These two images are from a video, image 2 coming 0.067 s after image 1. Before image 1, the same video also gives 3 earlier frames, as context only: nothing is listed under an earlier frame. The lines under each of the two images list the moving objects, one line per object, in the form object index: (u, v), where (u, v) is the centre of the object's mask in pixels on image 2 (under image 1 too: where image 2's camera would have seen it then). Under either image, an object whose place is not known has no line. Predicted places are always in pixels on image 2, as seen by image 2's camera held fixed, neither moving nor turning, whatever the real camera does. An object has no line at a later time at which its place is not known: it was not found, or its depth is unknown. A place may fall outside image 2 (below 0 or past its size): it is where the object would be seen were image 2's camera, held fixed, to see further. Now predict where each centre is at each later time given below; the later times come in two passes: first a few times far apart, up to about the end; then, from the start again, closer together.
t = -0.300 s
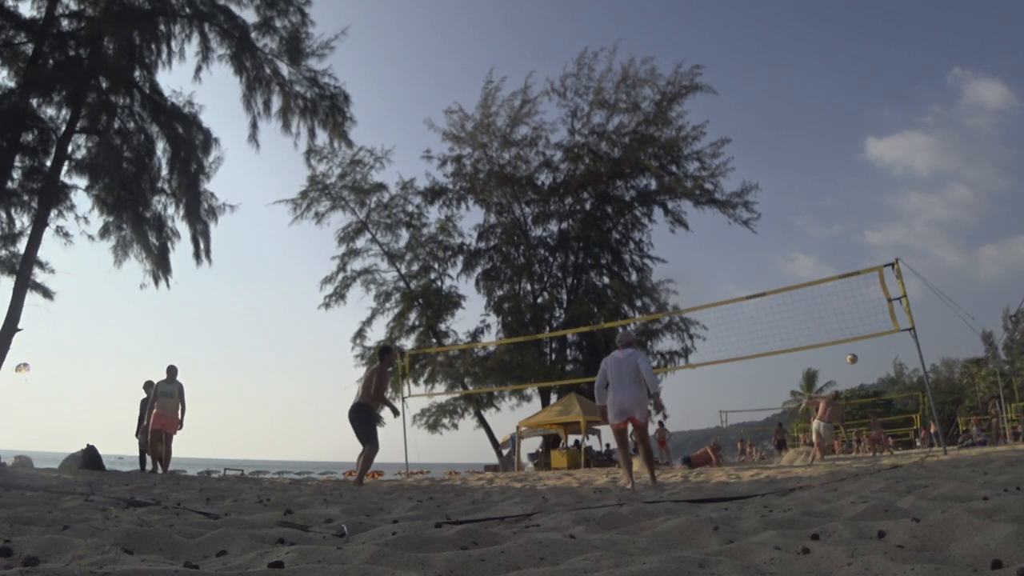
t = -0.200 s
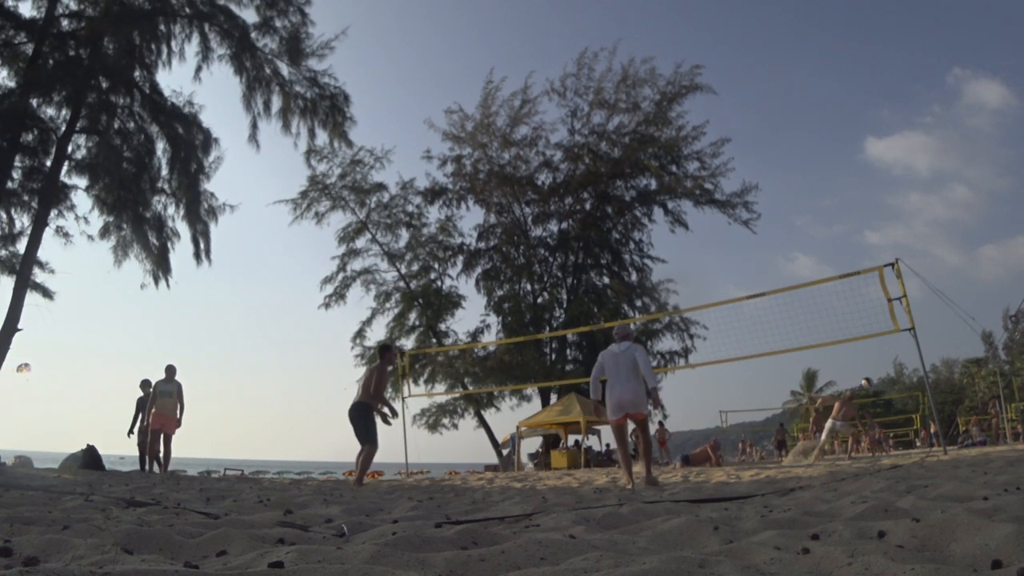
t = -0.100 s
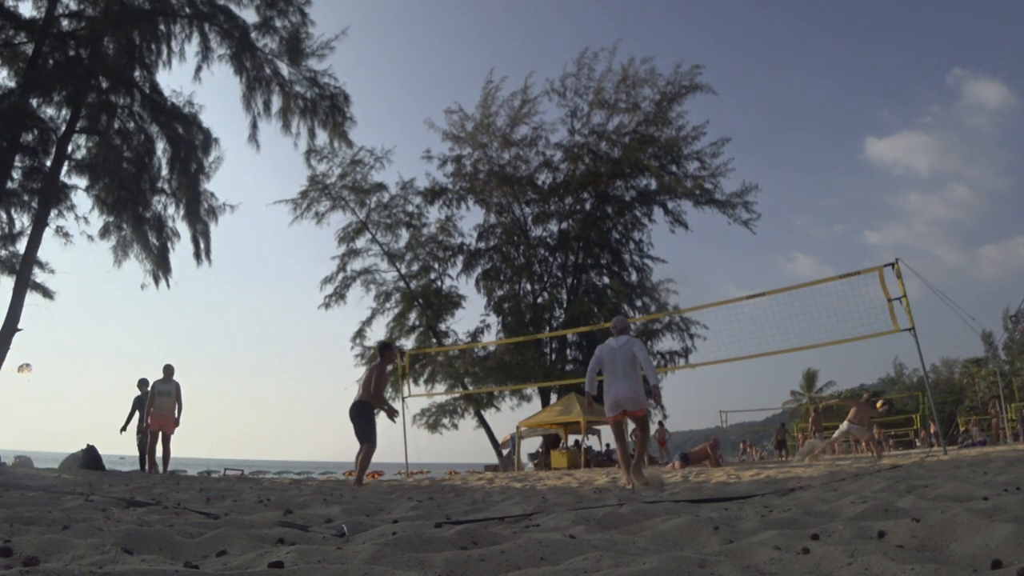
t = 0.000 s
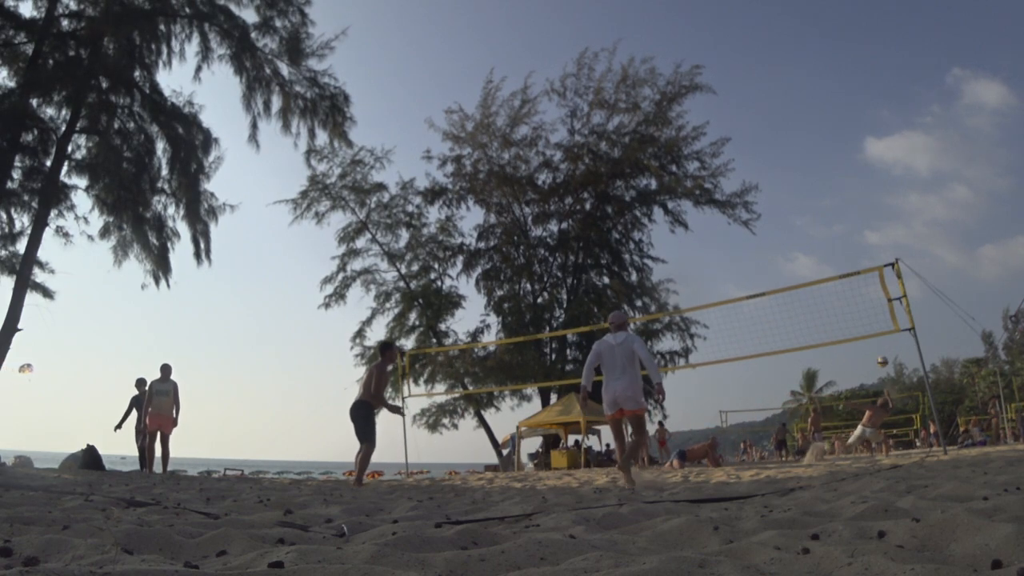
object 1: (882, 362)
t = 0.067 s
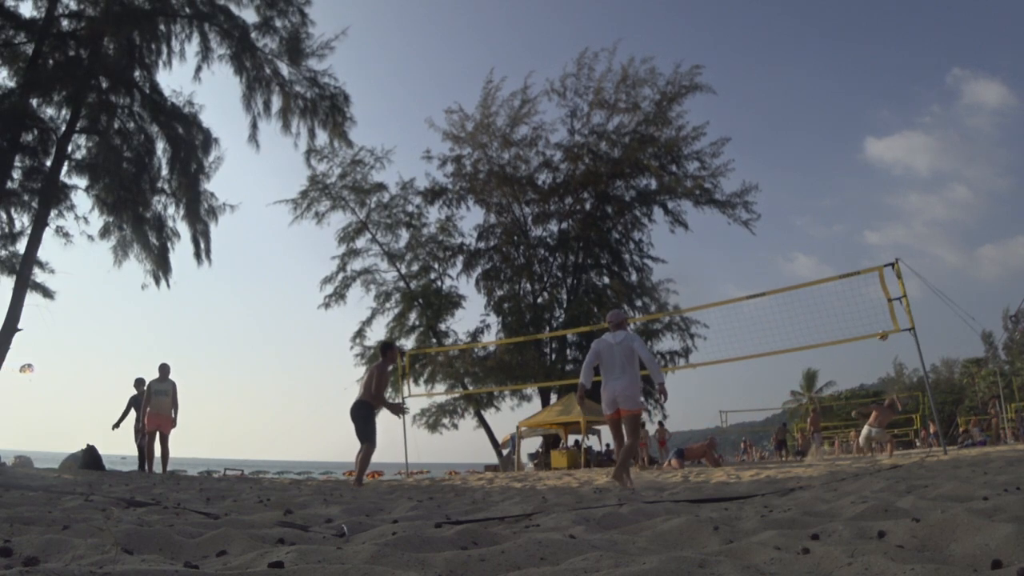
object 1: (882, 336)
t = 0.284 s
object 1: (883, 262)
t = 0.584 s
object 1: (888, 203)
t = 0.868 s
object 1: (901, 186)
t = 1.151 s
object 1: (928, 216)
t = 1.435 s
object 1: (970, 313)
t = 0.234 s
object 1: (883, 279)
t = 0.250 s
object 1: (885, 274)
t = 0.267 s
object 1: (886, 269)
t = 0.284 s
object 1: (883, 262)
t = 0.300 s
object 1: (883, 260)
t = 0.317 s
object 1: (883, 256)
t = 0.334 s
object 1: (883, 251)
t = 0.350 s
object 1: (883, 247)
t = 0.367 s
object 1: (884, 243)
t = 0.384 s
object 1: (884, 239)
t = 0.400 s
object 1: (884, 236)
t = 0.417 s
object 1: (884, 232)
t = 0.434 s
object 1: (885, 229)
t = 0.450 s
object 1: (885, 225)
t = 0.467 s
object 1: (885, 222)
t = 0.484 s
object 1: (885, 219)
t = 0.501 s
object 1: (886, 216)
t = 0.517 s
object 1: (886, 213)
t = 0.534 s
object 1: (887, 210)
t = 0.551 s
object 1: (887, 208)
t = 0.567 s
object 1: (888, 206)
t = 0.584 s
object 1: (888, 203)
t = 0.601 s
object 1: (889, 201)
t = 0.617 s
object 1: (889, 199)
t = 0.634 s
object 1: (890, 197)
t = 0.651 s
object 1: (890, 196)
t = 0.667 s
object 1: (891, 194)
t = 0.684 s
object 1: (892, 193)
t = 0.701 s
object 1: (893, 191)
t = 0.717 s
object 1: (893, 190)
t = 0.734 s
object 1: (894, 189)
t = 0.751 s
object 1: (895, 188)
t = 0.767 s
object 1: (896, 187)
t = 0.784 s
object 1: (896, 186)
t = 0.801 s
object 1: (897, 186)
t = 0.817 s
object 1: (898, 186)
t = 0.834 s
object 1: (900, 185)
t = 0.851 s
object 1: (901, 186)
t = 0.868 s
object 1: (901, 186)
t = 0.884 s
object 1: (903, 186)
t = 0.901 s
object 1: (904, 187)
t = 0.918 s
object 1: (905, 187)
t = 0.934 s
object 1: (907, 188)
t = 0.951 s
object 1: (908, 189)
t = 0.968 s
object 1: (909, 191)
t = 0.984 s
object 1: (911, 192)
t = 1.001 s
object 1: (912, 193)
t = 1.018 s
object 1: (914, 195)
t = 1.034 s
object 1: (915, 197)
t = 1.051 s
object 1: (917, 199)
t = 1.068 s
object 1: (919, 202)
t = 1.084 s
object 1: (921, 204)
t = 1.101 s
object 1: (922, 207)
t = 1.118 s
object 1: (924, 210)
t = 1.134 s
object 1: (926, 213)
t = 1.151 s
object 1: (928, 216)
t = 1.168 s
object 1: (930, 220)
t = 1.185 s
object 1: (932, 224)
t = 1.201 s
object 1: (934, 228)
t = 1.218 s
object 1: (936, 232)
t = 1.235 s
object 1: (939, 237)
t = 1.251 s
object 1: (941, 242)
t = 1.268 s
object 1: (943, 247)
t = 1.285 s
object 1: (945, 252)
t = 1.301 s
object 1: (948, 258)
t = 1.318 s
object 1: (951, 263)
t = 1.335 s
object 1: (953, 270)
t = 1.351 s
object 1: (956, 276)
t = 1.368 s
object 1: (959, 283)
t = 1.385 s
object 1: (962, 290)
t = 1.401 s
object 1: (964, 297)
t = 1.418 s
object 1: (967, 305)
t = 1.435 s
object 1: (970, 313)
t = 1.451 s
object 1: (973, 321)
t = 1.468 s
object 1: (977, 329)
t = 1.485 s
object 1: (980, 338)
